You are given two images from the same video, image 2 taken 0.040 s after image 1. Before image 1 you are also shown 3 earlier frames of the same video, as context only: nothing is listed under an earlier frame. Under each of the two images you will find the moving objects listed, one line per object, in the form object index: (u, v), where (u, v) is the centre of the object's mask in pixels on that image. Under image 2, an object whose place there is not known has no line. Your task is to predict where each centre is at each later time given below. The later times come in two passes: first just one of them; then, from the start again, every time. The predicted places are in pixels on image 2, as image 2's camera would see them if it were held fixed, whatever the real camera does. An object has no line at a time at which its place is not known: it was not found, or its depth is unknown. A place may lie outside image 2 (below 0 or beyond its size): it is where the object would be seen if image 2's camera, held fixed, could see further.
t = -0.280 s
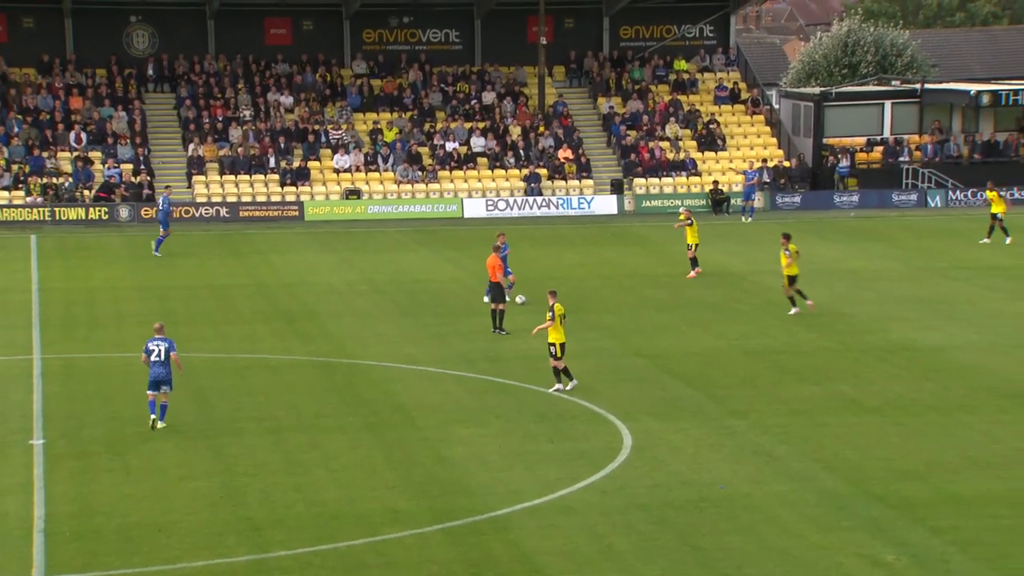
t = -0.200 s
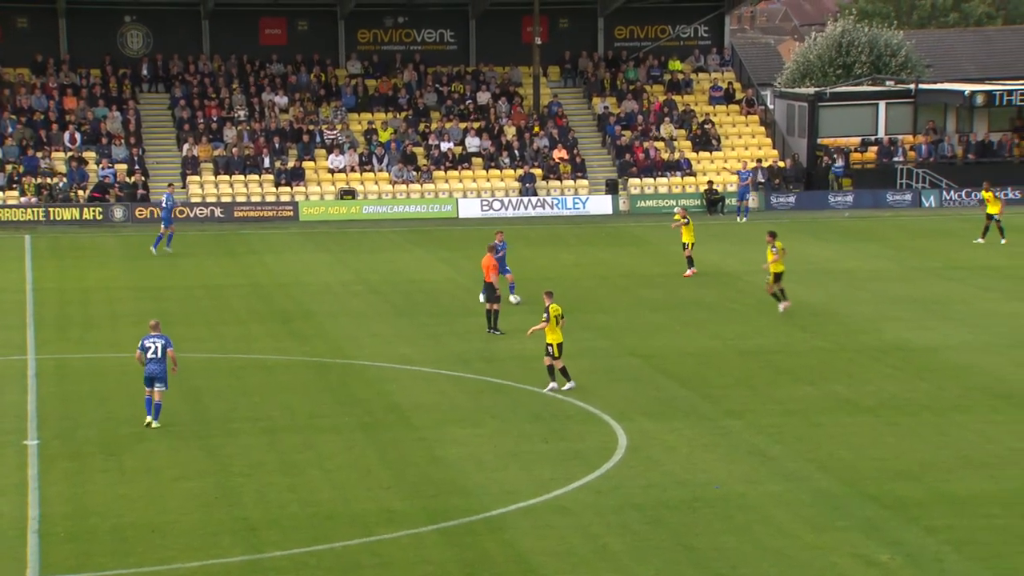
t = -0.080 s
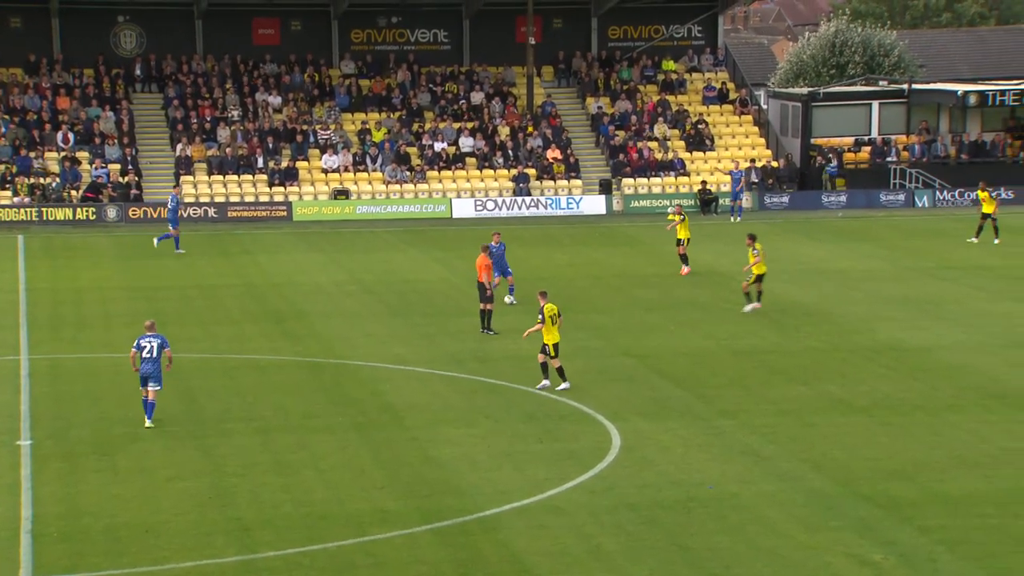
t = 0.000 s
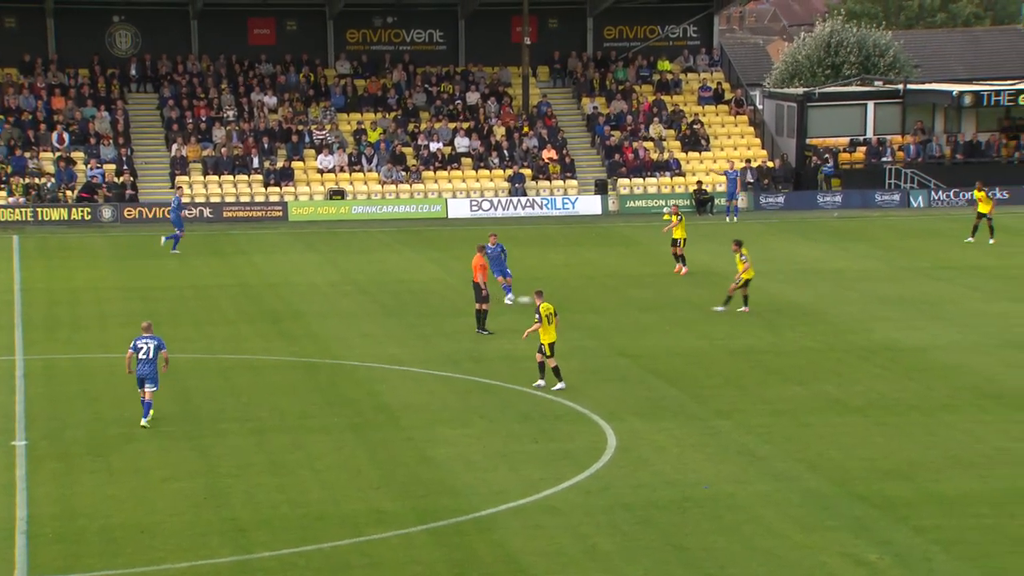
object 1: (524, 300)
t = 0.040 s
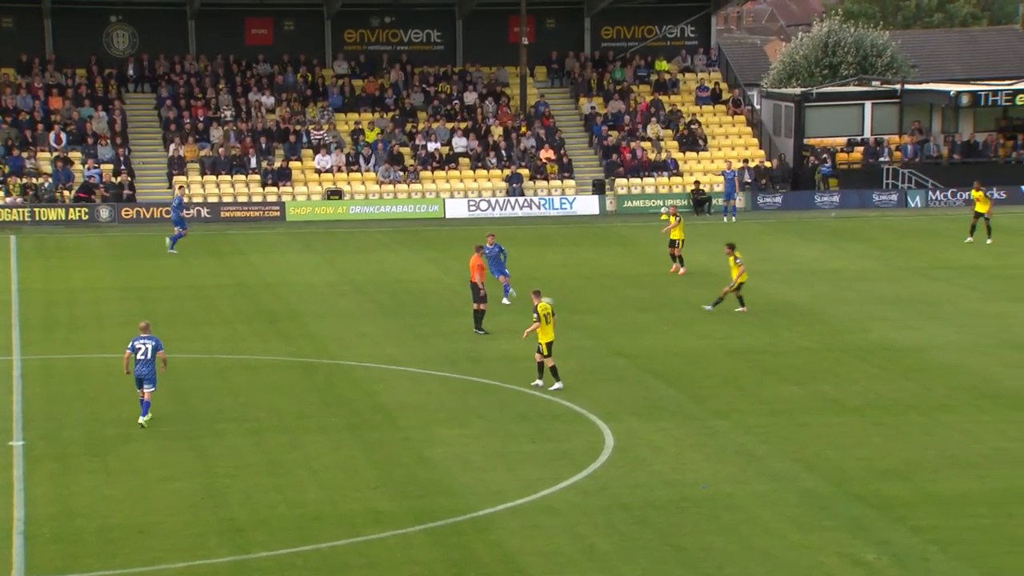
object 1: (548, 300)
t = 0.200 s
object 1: (642, 312)
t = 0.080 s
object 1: (569, 302)
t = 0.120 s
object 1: (593, 305)
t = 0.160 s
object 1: (617, 308)
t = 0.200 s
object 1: (642, 312)
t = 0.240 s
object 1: (667, 316)
